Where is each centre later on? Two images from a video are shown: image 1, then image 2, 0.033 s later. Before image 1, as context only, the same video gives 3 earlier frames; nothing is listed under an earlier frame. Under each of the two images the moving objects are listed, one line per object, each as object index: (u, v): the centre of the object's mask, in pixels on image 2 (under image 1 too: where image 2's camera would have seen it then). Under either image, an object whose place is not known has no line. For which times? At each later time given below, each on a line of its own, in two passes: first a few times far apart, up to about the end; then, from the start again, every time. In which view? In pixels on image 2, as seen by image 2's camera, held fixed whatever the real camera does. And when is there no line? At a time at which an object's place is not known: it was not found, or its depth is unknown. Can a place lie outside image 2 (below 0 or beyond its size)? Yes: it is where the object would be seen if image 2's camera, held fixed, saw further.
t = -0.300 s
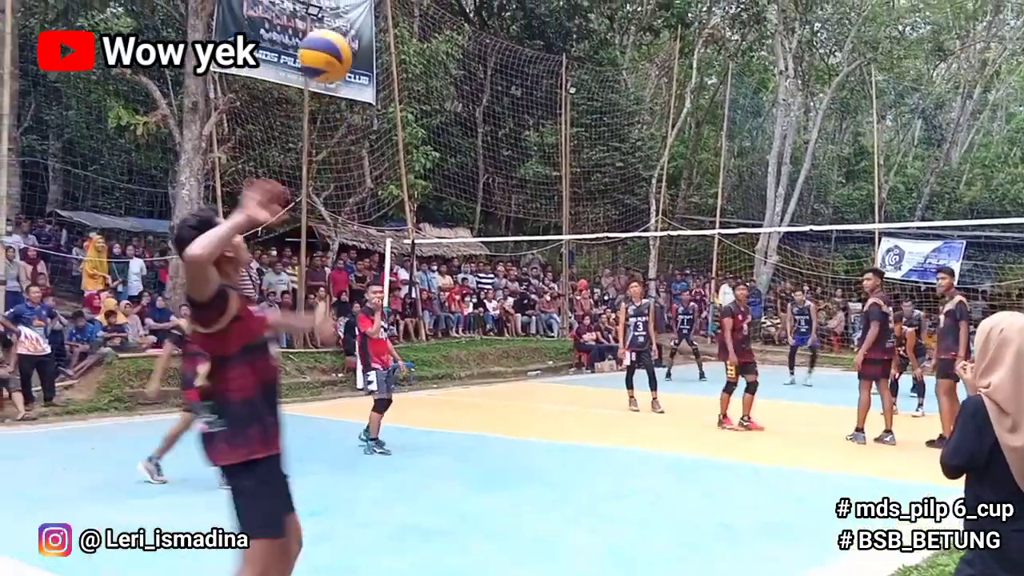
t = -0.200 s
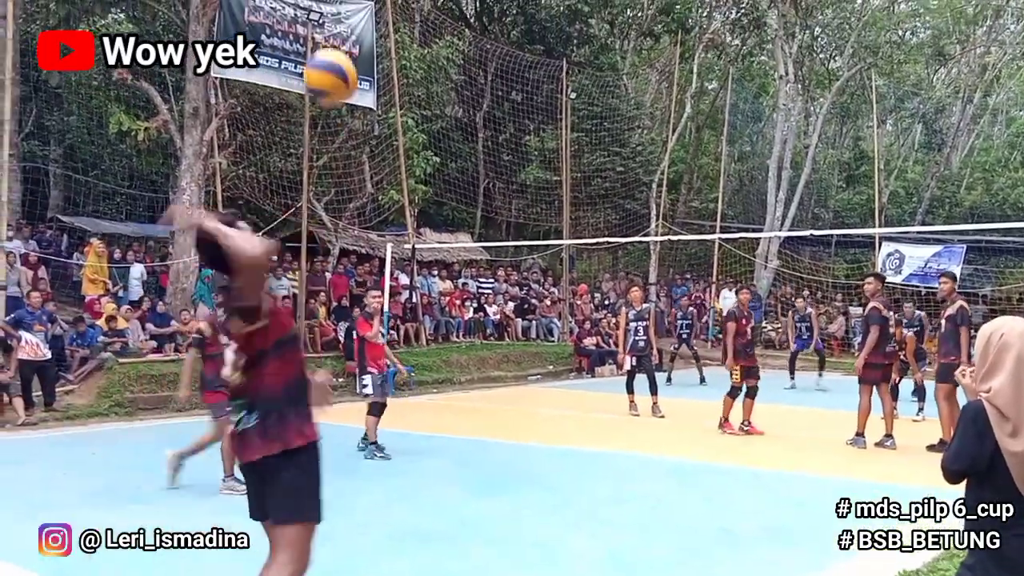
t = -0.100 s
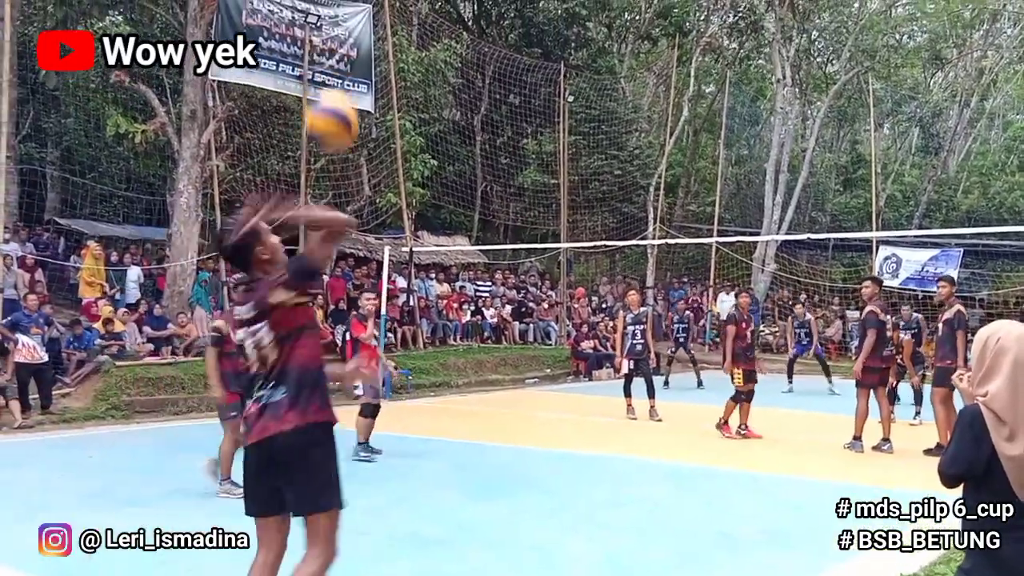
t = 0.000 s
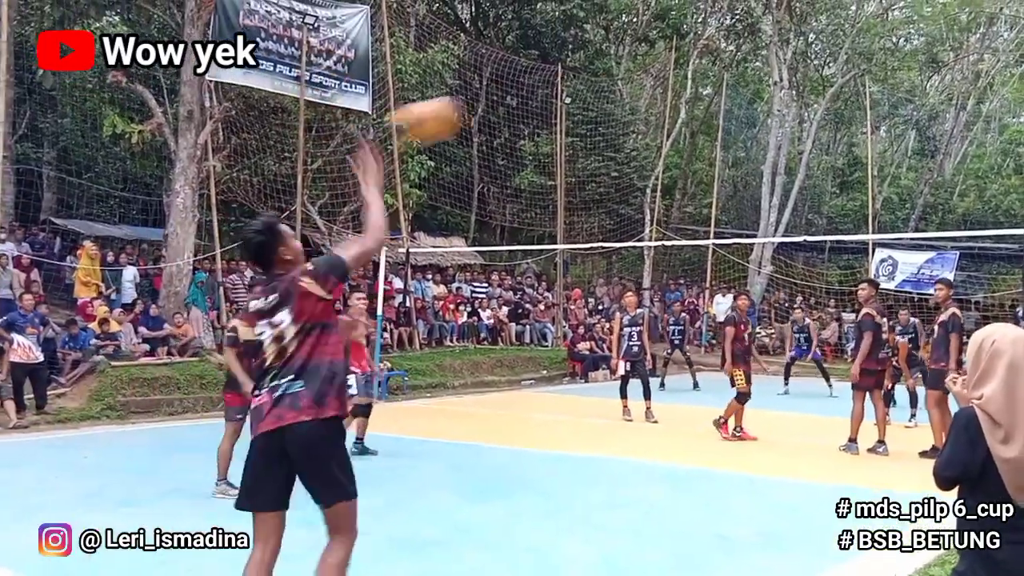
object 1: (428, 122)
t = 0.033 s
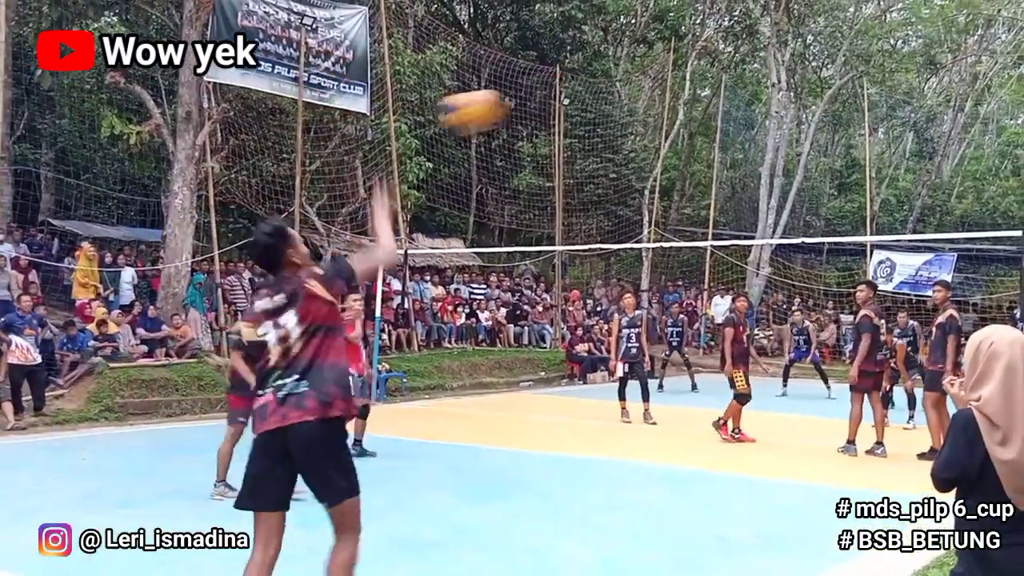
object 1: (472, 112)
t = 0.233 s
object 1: (643, 84)
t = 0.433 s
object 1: (730, 105)
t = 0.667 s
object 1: (782, 160)
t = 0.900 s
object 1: (814, 223)
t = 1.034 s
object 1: (829, 262)
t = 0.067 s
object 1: (512, 103)
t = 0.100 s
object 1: (547, 96)
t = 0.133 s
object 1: (579, 91)
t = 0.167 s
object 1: (602, 87)
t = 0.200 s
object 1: (625, 85)
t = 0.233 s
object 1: (643, 84)
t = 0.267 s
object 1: (663, 85)
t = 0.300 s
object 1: (680, 88)
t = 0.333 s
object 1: (691, 90)
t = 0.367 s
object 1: (705, 94)
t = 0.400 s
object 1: (719, 99)
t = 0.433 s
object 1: (730, 105)
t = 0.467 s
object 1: (738, 110)
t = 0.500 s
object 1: (748, 118)
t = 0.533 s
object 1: (756, 128)
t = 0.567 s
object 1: (762, 134)
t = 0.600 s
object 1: (770, 143)
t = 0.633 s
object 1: (777, 151)
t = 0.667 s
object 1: (782, 160)
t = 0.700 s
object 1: (788, 169)
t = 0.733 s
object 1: (794, 178)
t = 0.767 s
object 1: (798, 185)
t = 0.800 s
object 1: (801, 195)
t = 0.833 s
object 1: (806, 203)
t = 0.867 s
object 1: (811, 212)
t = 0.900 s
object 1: (814, 223)
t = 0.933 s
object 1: (816, 229)
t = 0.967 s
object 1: (820, 241)
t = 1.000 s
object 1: (825, 251)
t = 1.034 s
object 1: (829, 262)
